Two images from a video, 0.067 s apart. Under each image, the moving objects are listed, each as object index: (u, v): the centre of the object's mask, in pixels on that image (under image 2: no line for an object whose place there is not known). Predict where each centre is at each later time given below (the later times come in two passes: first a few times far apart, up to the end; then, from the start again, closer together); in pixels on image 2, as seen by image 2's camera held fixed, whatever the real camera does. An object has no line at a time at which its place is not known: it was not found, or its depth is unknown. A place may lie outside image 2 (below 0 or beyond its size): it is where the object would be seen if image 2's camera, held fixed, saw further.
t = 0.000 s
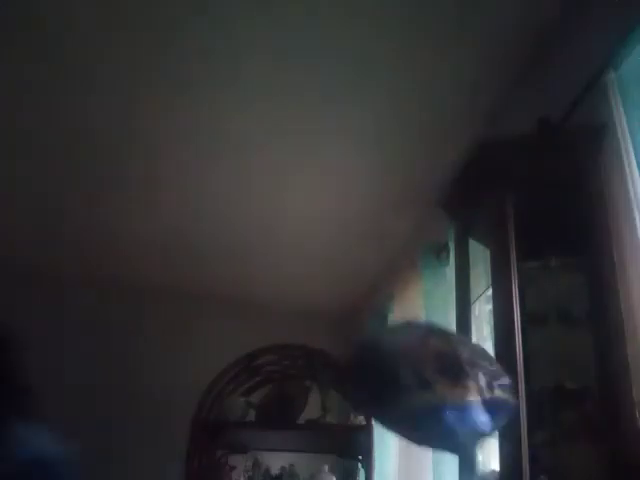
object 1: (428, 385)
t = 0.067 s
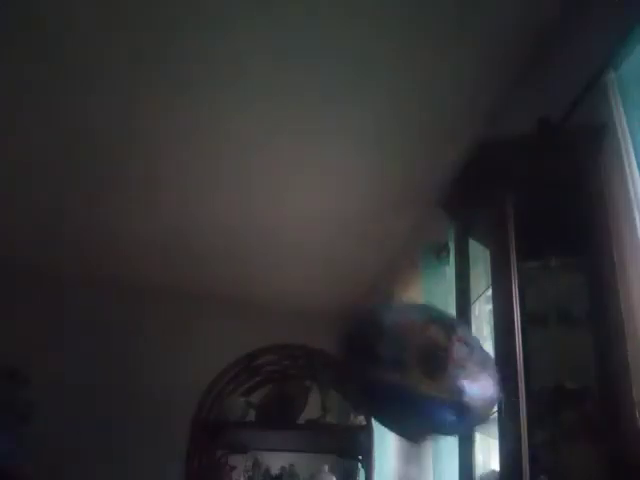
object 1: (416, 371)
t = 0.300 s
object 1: (381, 315)
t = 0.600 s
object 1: (331, 239)
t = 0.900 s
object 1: (270, 183)
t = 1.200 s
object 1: (244, 119)
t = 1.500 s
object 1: (257, 68)
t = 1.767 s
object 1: (281, 39)
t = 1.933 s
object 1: (277, 32)
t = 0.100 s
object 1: (411, 363)
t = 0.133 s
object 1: (406, 356)
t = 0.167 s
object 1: (399, 349)
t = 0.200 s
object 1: (395, 341)
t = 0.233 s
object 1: (389, 334)
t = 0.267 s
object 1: (383, 326)
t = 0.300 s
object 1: (381, 315)
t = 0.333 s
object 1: (378, 305)
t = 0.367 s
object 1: (374, 296)
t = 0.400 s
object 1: (368, 287)
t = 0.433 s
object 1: (363, 278)
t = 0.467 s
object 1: (358, 269)
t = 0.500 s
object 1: (353, 259)
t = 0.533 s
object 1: (345, 252)
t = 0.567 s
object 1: (338, 245)
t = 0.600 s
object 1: (331, 239)
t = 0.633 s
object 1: (321, 233)
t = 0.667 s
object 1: (313, 227)
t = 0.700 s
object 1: (305, 221)
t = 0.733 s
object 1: (298, 215)
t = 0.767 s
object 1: (292, 208)
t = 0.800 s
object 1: (286, 202)
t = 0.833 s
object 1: (281, 196)
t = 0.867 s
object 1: (275, 190)
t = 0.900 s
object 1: (270, 183)
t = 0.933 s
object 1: (265, 177)
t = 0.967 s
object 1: (260, 170)
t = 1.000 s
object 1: (257, 163)
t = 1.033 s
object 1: (253, 156)
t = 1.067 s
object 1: (250, 149)
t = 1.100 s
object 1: (247, 142)
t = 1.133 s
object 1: (245, 134)
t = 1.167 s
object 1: (244, 127)
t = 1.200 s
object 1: (244, 119)
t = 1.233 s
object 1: (244, 112)
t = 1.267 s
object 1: (244, 105)
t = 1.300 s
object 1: (245, 99)
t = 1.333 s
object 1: (247, 93)
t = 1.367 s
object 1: (248, 87)
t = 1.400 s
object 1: (250, 83)
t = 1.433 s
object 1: (253, 77)
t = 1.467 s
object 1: (255, 73)
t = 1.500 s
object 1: (257, 68)
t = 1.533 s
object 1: (260, 64)
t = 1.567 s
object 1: (263, 60)
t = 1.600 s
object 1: (266, 57)
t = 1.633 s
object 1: (269, 53)
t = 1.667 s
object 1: (271, 49)
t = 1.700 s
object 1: (275, 46)
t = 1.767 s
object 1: (281, 39)
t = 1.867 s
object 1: (282, 33)
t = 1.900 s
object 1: (280, 32)
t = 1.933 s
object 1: (277, 32)
